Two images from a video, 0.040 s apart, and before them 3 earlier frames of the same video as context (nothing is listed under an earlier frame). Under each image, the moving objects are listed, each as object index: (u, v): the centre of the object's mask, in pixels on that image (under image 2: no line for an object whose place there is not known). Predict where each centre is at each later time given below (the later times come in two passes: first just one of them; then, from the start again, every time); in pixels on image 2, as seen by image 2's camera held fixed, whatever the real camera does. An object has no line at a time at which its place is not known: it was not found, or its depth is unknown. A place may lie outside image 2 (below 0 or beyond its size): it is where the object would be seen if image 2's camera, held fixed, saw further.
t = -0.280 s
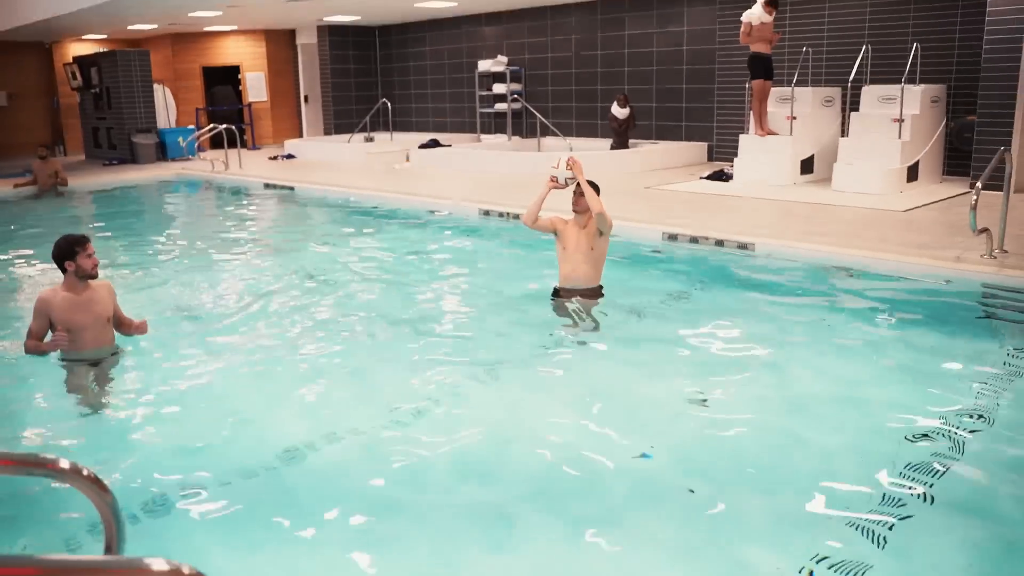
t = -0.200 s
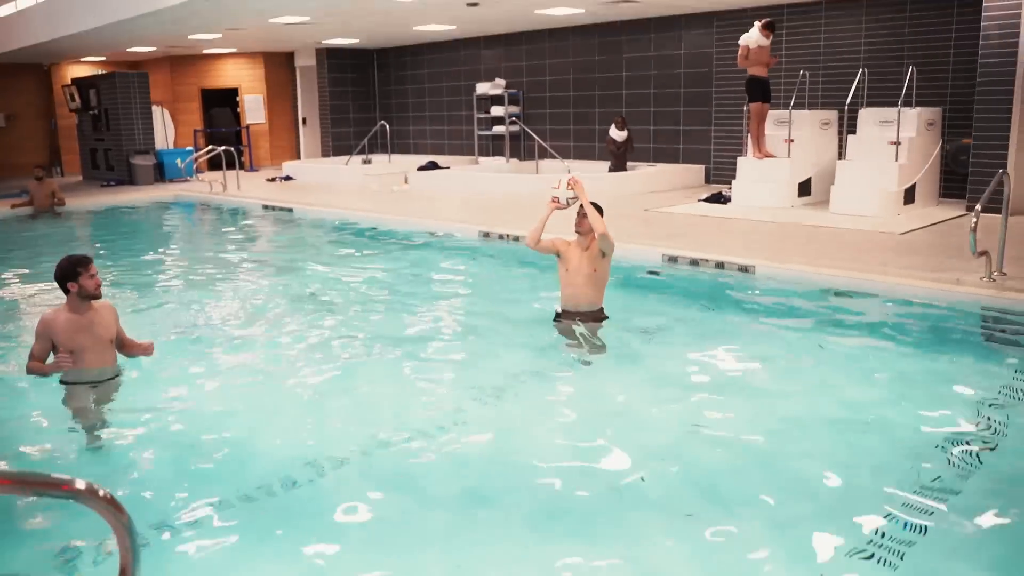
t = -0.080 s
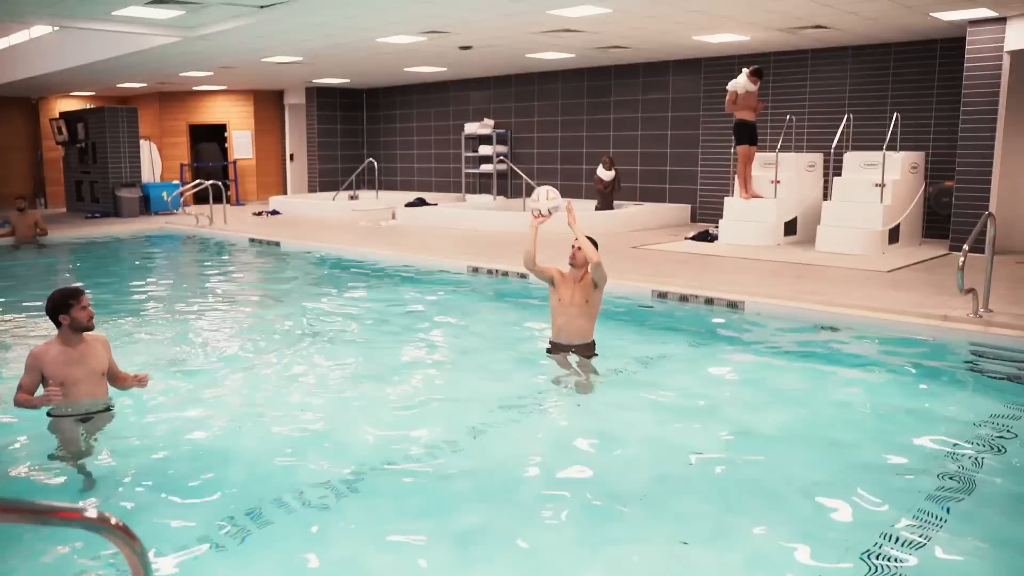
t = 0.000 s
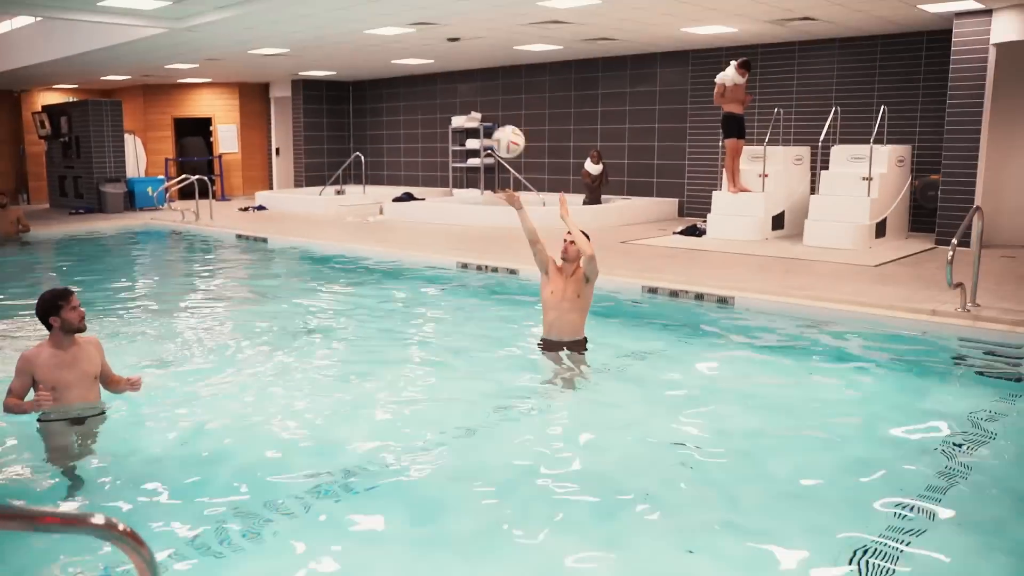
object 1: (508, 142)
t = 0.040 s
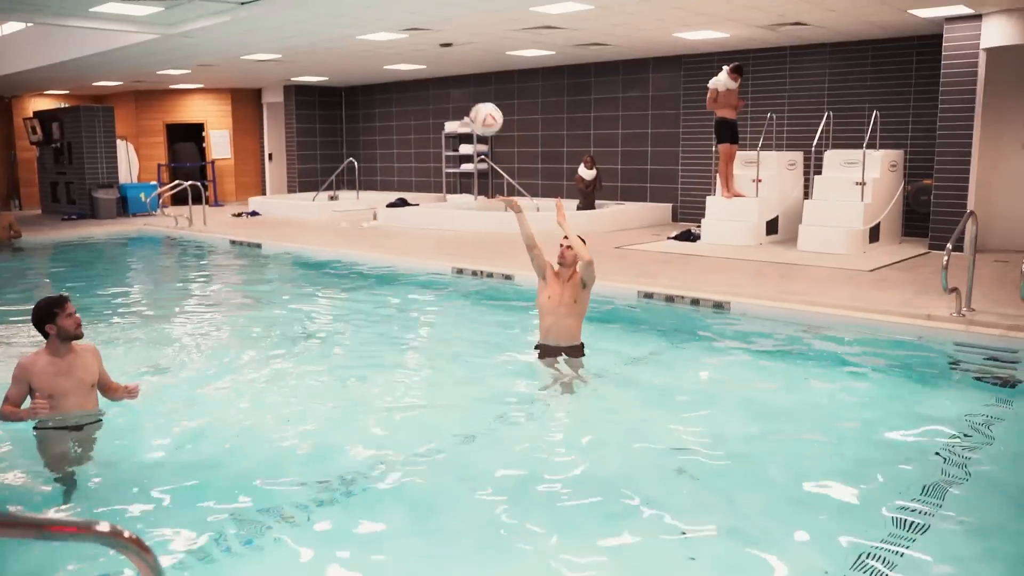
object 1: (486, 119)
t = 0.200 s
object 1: (408, 14)
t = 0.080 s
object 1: (469, 92)
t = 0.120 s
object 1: (452, 66)
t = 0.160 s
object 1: (433, 41)
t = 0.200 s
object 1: (408, 14)
